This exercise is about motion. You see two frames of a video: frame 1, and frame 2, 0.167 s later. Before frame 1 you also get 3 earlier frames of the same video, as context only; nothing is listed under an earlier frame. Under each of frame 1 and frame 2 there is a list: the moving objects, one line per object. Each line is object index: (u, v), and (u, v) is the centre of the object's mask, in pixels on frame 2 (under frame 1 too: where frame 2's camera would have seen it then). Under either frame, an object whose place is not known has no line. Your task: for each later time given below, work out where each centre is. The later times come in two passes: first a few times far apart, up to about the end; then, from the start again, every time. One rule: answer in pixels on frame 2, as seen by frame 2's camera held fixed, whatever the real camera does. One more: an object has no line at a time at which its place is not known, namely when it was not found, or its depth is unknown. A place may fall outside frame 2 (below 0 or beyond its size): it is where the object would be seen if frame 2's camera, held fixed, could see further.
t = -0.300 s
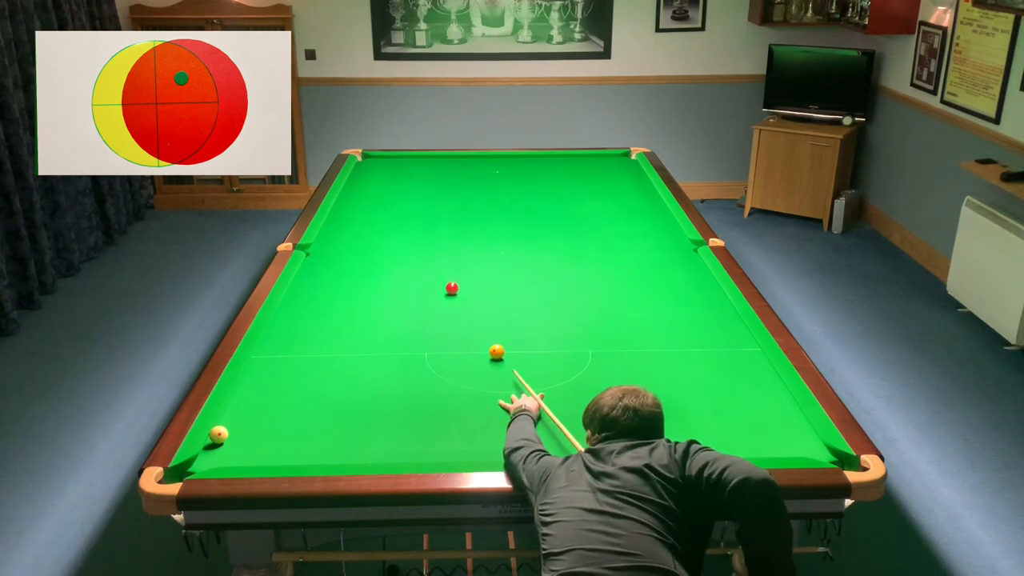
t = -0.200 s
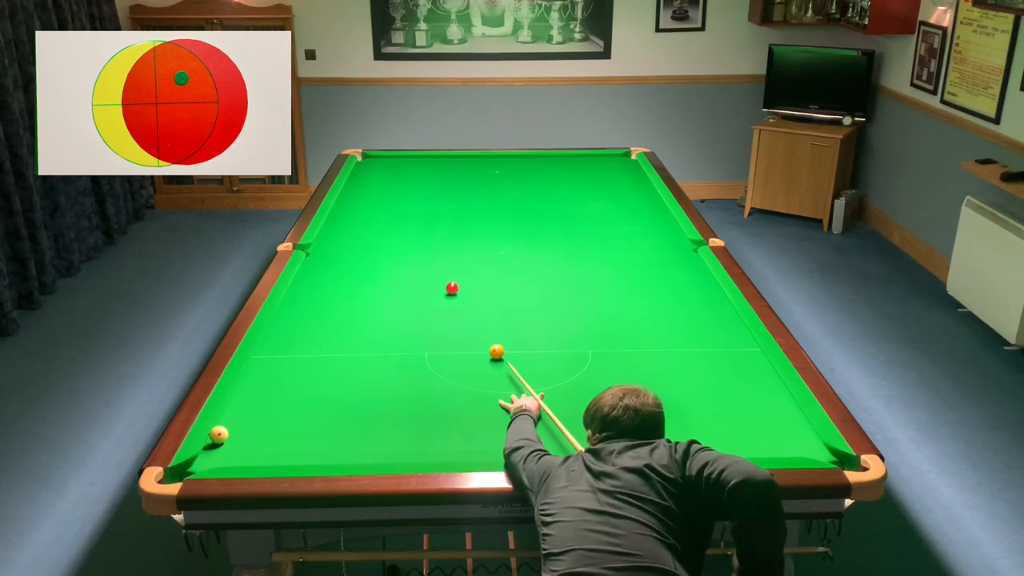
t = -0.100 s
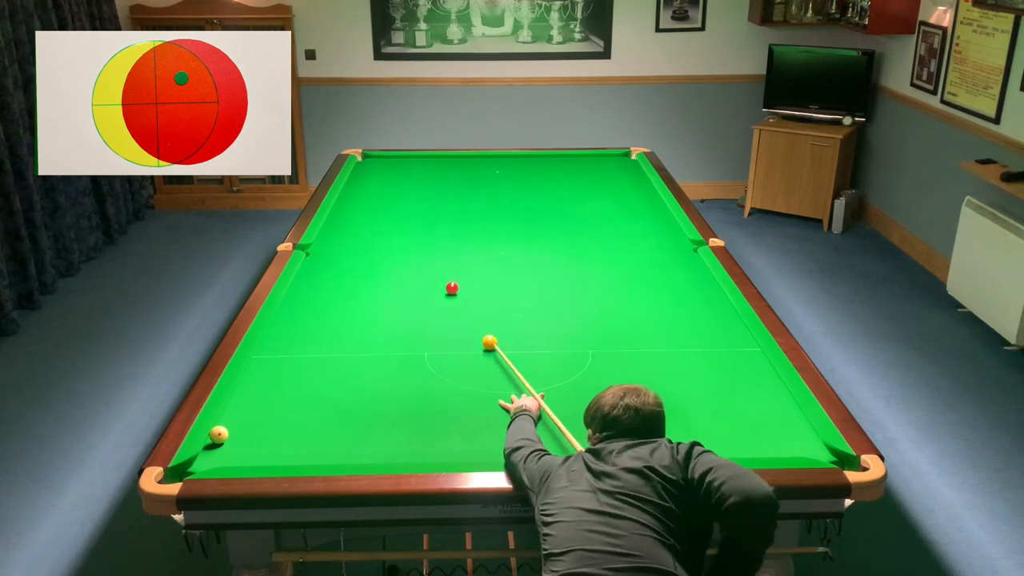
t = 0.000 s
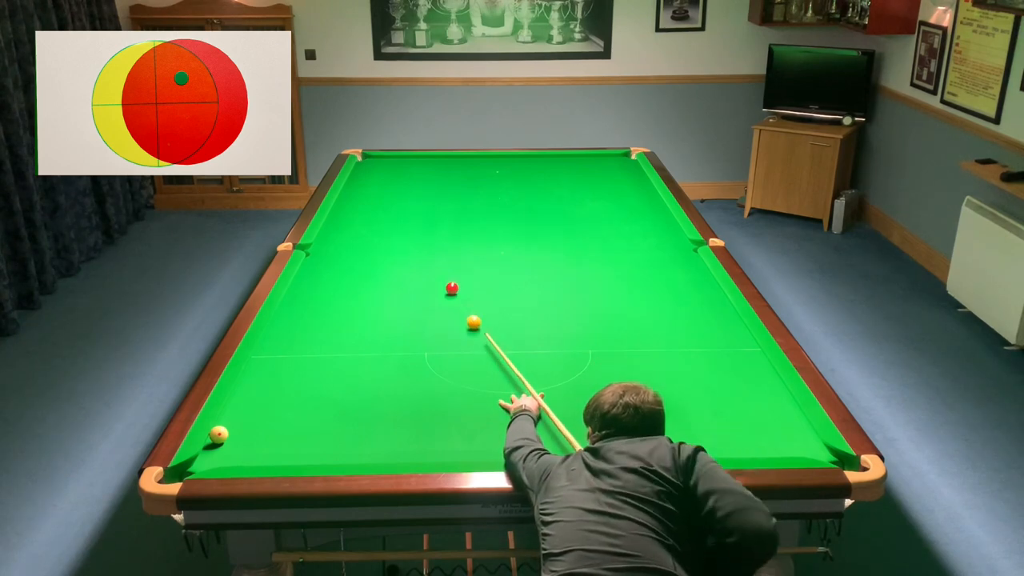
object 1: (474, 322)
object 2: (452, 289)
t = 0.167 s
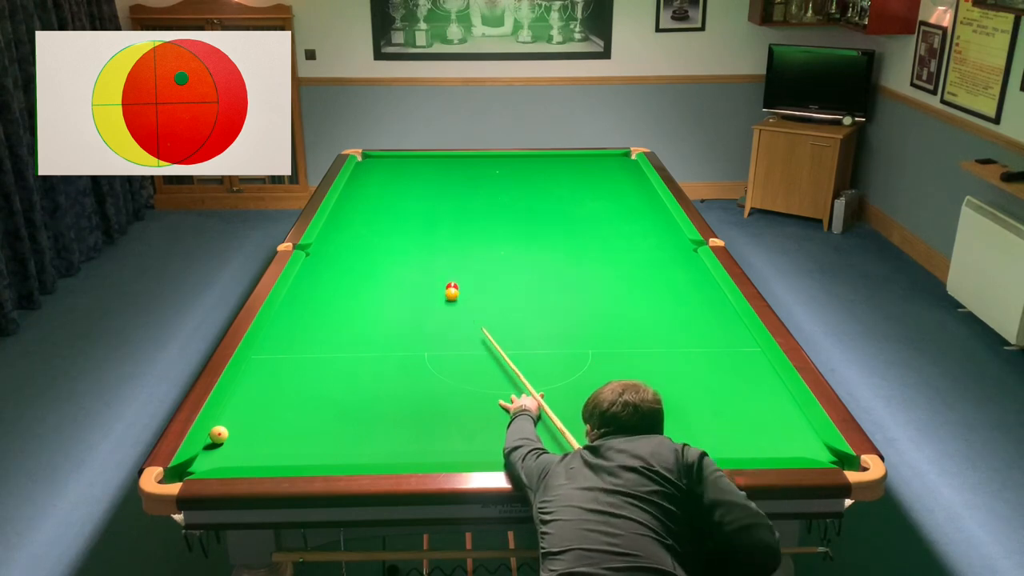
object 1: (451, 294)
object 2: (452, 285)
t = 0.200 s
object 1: (447, 293)
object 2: (453, 284)
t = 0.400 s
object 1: (420, 288)
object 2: (454, 263)
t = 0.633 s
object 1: (392, 279)
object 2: (456, 244)
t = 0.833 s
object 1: (369, 271)
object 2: (457, 231)
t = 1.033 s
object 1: (347, 264)
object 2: (459, 218)
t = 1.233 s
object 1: (327, 258)
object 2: (460, 206)
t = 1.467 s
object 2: (461, 194)
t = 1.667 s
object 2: (462, 185)
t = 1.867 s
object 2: (463, 176)
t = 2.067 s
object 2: (463, 168)
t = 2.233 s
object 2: (464, 162)
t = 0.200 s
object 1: (447, 293)
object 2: (453, 284)
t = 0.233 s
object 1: (442, 293)
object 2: (453, 281)
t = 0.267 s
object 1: (438, 292)
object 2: (453, 276)
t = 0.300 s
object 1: (434, 291)
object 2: (454, 273)
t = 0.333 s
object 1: (429, 290)
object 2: (454, 269)
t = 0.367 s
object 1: (425, 289)
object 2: (454, 266)
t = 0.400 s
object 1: (420, 288)
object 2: (454, 263)
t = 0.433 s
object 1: (416, 286)
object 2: (455, 260)
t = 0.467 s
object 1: (412, 285)
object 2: (455, 257)
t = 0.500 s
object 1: (408, 284)
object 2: (455, 255)
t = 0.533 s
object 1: (404, 283)
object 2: (455, 252)
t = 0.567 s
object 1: (400, 281)
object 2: (456, 250)
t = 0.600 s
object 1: (396, 280)
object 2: (456, 247)
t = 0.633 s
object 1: (392, 279)
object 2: (456, 244)
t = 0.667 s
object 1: (388, 277)
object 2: (457, 242)
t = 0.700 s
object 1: (384, 276)
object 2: (457, 240)
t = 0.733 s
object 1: (380, 275)
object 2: (457, 237)
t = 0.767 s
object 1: (377, 274)
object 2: (457, 235)
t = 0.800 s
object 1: (373, 272)
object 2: (457, 233)
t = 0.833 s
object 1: (369, 271)
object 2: (457, 231)
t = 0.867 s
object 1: (365, 270)
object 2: (458, 228)
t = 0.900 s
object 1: (362, 269)
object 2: (458, 226)
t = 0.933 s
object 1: (358, 268)
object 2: (458, 224)
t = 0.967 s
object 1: (355, 267)
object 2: (458, 222)
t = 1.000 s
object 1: (351, 265)
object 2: (459, 220)
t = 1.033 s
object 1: (347, 264)
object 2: (459, 218)
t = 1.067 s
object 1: (344, 263)
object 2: (459, 216)
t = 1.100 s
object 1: (341, 262)
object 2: (459, 214)
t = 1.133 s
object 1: (337, 261)
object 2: (459, 212)
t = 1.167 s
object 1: (334, 260)
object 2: (459, 210)
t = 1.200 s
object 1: (331, 259)
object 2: (460, 208)
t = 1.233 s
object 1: (327, 258)
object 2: (460, 206)
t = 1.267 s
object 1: (324, 257)
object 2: (460, 204)
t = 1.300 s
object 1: (321, 256)
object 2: (460, 203)
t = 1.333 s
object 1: (318, 255)
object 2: (461, 201)
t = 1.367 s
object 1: (314, 254)
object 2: (461, 199)
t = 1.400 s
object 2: (461, 197)
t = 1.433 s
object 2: (461, 196)
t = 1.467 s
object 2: (461, 194)
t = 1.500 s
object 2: (461, 192)
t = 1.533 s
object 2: (461, 191)
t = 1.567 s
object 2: (461, 189)
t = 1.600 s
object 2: (462, 188)
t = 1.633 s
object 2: (462, 186)
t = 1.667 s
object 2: (462, 185)
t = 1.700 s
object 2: (462, 183)
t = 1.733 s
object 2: (462, 182)
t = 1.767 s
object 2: (462, 180)
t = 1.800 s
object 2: (462, 179)
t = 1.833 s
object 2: (462, 177)
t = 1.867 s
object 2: (463, 176)
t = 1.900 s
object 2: (463, 175)
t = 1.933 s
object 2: (463, 173)
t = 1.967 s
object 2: (463, 172)
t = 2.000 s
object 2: (463, 171)
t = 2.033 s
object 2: (463, 169)
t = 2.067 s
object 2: (463, 168)
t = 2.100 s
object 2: (464, 167)
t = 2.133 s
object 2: (464, 166)
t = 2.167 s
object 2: (464, 164)
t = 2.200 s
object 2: (464, 163)
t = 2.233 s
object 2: (464, 162)
